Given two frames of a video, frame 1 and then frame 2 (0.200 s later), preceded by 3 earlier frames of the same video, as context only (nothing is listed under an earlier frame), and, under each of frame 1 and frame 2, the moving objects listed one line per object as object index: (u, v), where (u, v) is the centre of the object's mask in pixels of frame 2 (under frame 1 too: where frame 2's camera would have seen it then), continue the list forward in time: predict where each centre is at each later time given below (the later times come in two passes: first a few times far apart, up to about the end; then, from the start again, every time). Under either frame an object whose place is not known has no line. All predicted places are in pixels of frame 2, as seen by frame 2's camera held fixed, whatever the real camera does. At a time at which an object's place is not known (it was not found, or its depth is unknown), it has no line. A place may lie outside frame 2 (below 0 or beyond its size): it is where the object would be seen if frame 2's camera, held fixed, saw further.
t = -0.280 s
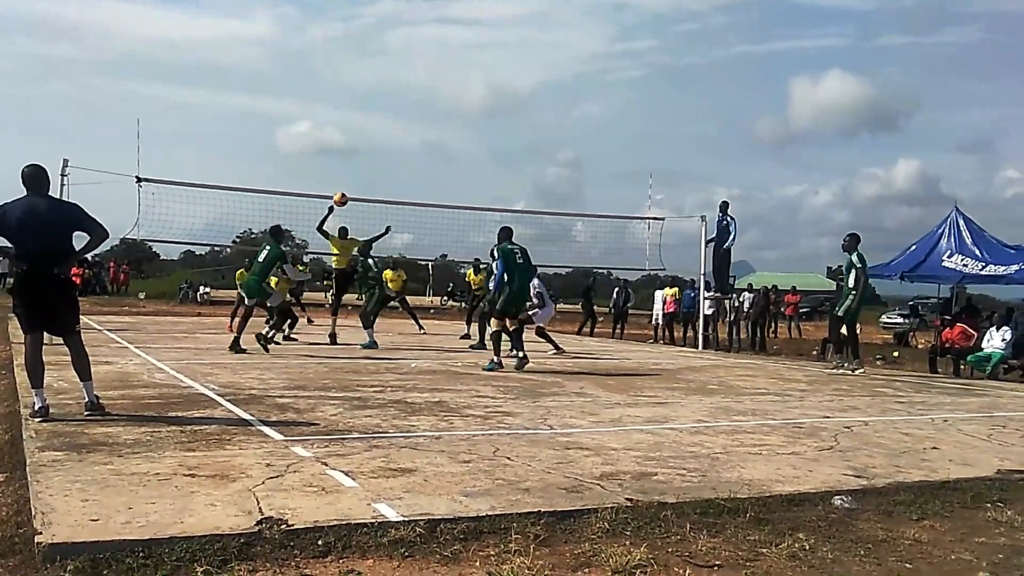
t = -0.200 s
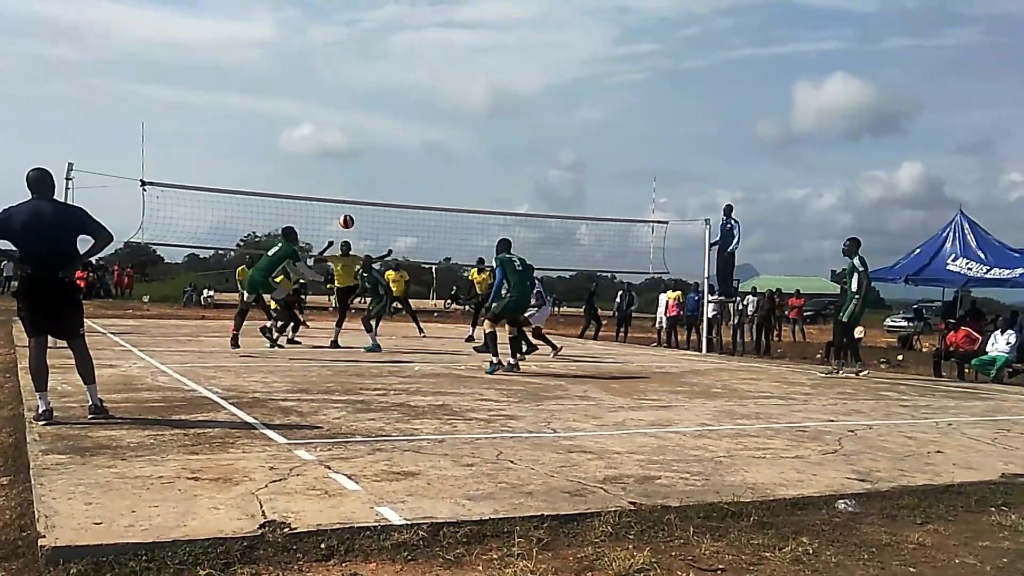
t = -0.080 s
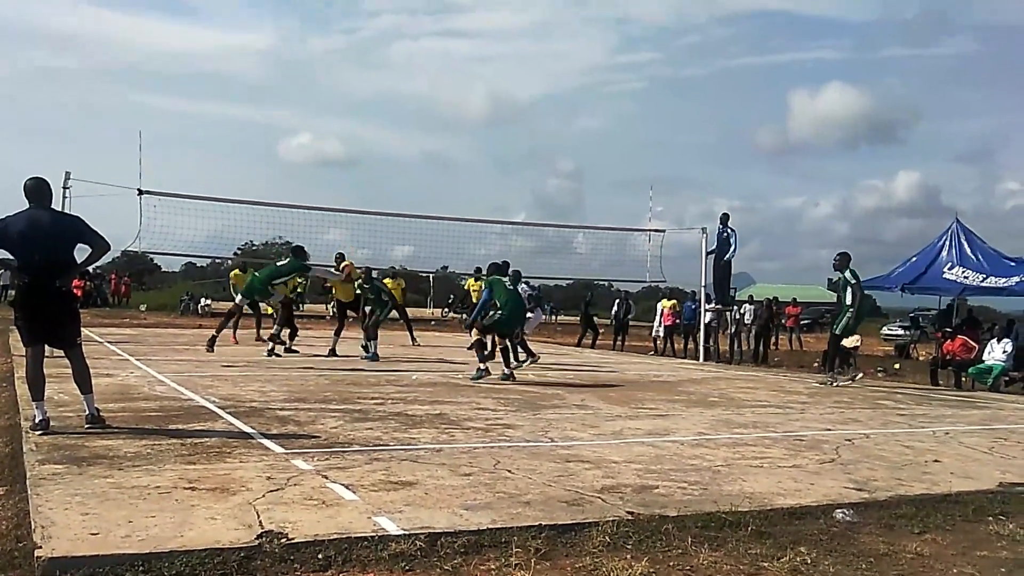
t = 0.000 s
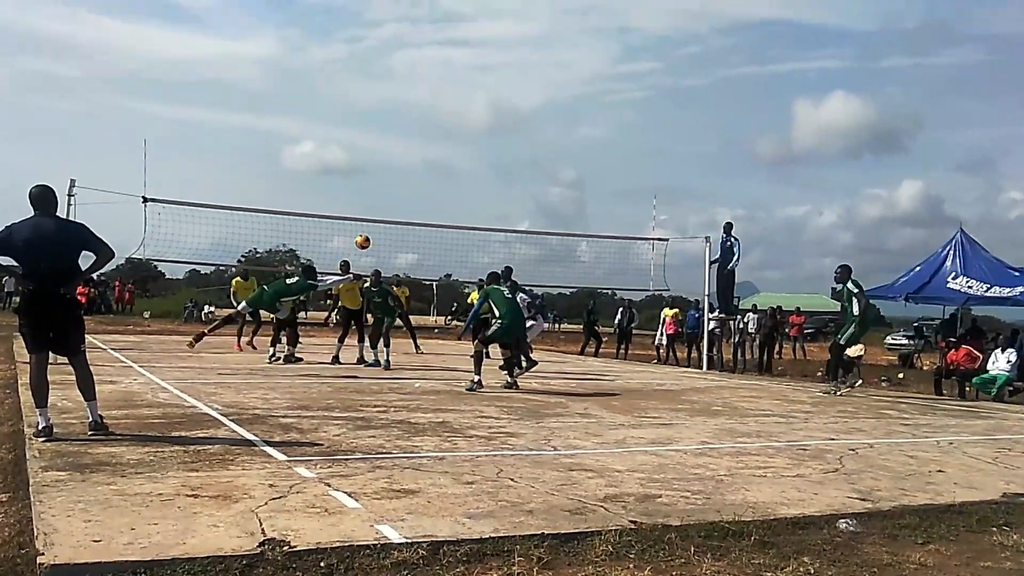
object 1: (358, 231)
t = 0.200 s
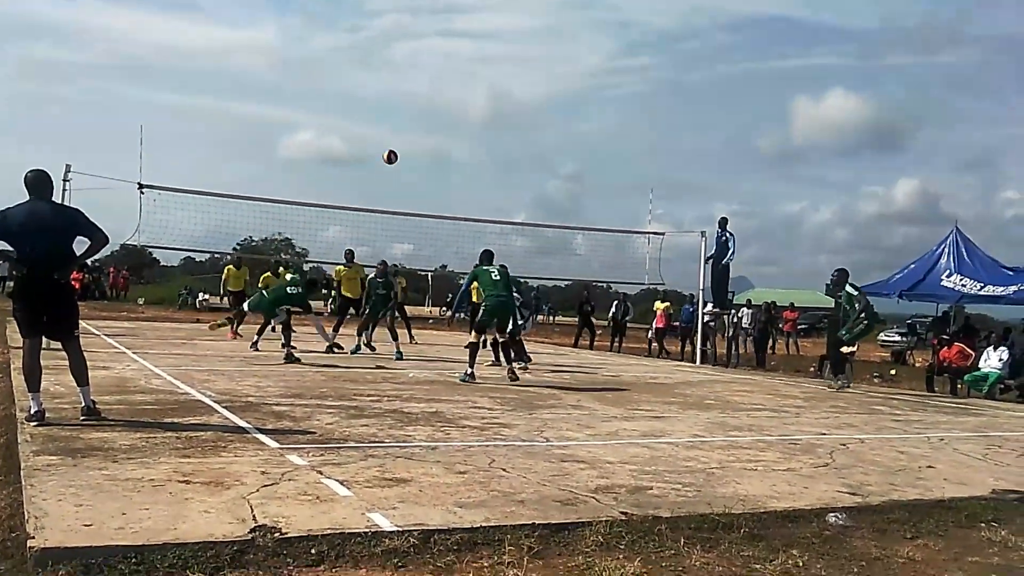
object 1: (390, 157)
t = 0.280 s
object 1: (402, 134)
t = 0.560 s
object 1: (444, 99)
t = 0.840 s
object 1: (484, 123)
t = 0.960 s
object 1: (500, 150)
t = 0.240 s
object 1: (396, 145)
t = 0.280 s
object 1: (402, 134)
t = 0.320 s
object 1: (408, 125)
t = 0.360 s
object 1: (415, 117)
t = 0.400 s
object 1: (421, 112)
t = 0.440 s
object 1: (427, 106)
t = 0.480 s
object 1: (432, 103)
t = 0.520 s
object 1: (438, 100)
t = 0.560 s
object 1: (444, 99)
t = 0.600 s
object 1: (450, 99)
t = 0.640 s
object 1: (456, 100)
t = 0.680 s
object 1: (462, 102)
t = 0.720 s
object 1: (467, 106)
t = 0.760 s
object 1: (473, 111)
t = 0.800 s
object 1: (479, 116)
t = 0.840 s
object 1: (484, 123)
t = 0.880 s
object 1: (490, 131)
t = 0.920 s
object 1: (495, 140)
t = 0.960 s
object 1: (500, 150)
